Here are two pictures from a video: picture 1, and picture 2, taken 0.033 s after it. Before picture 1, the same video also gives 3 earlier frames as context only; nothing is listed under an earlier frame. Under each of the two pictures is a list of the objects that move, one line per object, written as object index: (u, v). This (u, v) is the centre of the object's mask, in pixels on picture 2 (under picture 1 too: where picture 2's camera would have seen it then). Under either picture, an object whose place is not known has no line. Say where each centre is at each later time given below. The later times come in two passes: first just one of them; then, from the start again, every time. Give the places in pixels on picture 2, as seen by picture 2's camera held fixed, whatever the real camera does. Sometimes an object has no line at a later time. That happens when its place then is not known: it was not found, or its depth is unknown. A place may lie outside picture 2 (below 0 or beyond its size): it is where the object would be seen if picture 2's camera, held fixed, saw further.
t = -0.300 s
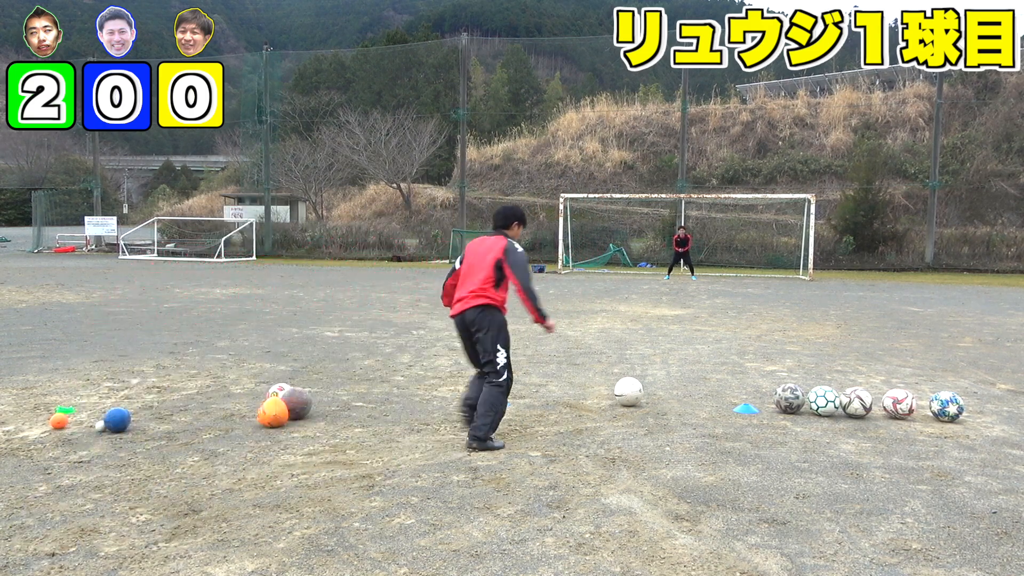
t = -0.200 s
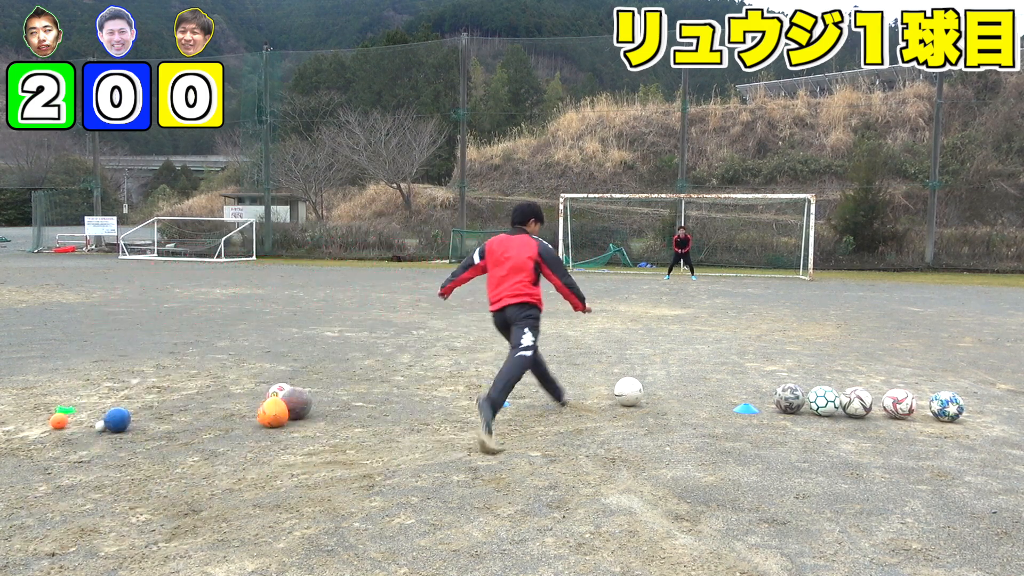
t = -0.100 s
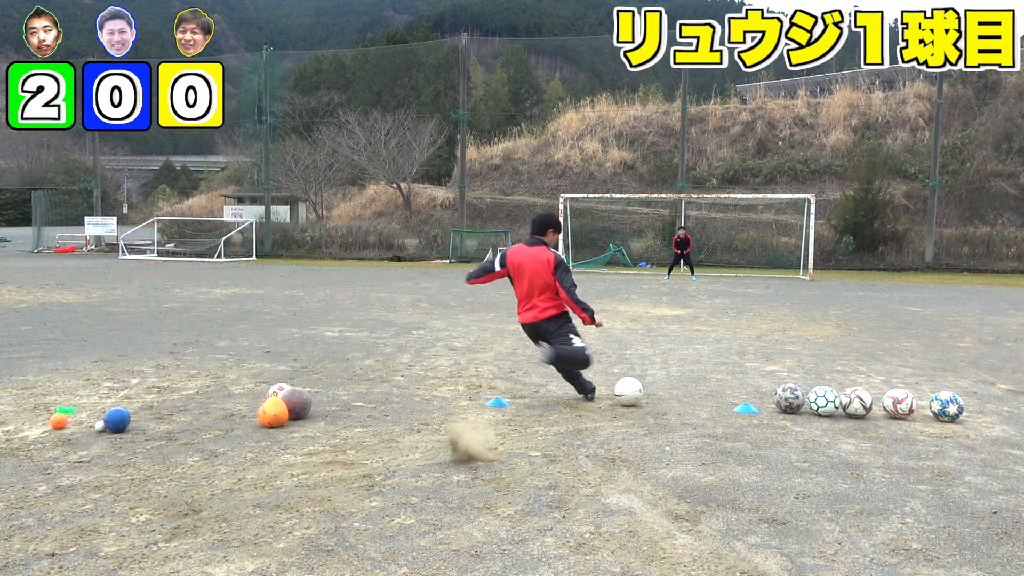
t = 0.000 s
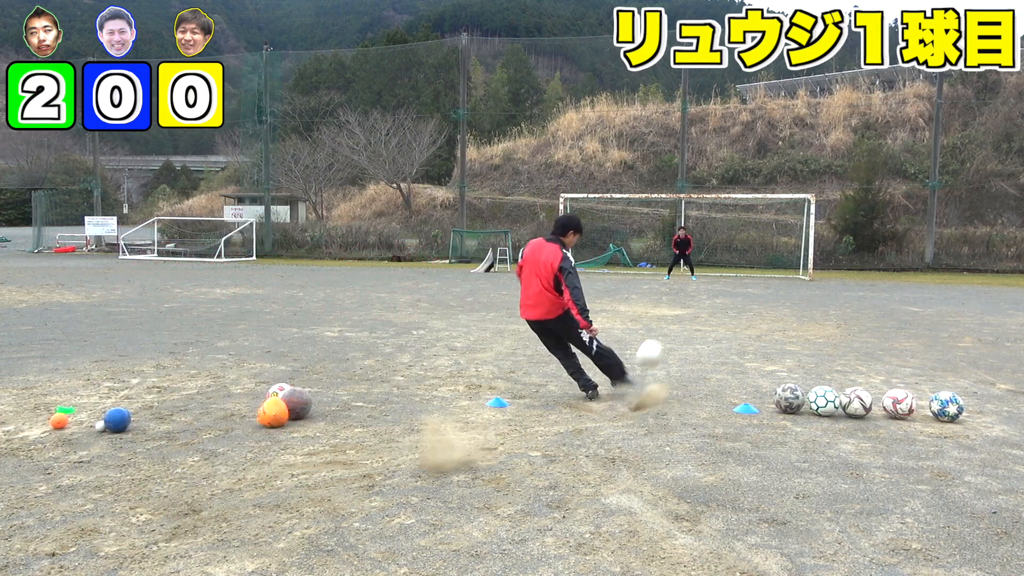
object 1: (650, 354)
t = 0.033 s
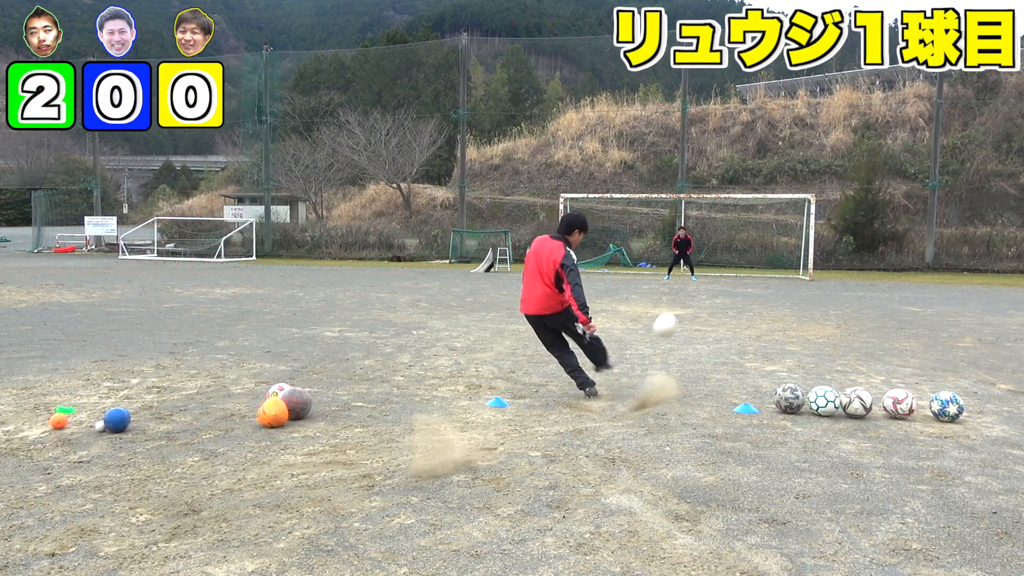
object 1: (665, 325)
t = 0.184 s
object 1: (704, 254)
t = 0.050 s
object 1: (672, 314)
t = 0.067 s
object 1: (678, 302)
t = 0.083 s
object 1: (682, 293)
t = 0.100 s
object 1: (687, 285)
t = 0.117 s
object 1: (691, 276)
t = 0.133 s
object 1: (694, 269)
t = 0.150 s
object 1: (698, 264)
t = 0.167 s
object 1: (701, 259)
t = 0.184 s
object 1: (704, 254)
